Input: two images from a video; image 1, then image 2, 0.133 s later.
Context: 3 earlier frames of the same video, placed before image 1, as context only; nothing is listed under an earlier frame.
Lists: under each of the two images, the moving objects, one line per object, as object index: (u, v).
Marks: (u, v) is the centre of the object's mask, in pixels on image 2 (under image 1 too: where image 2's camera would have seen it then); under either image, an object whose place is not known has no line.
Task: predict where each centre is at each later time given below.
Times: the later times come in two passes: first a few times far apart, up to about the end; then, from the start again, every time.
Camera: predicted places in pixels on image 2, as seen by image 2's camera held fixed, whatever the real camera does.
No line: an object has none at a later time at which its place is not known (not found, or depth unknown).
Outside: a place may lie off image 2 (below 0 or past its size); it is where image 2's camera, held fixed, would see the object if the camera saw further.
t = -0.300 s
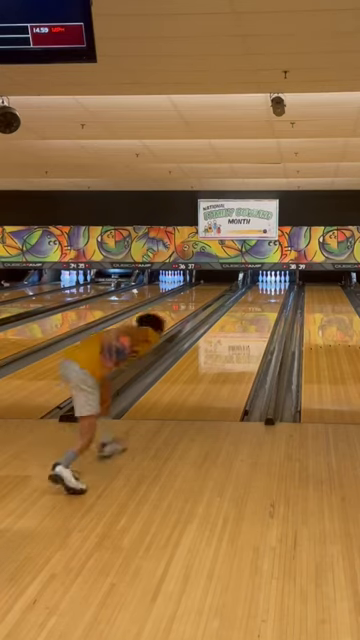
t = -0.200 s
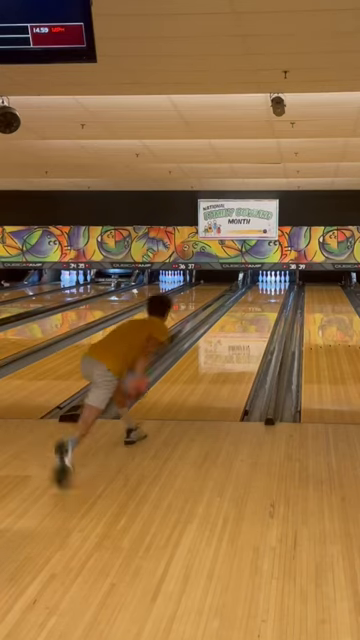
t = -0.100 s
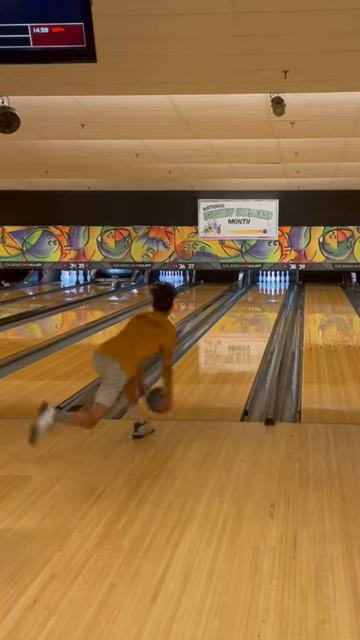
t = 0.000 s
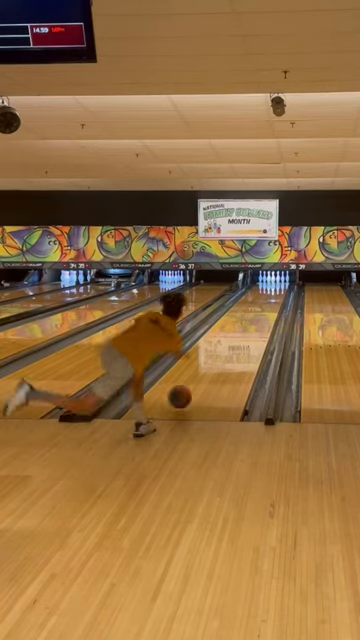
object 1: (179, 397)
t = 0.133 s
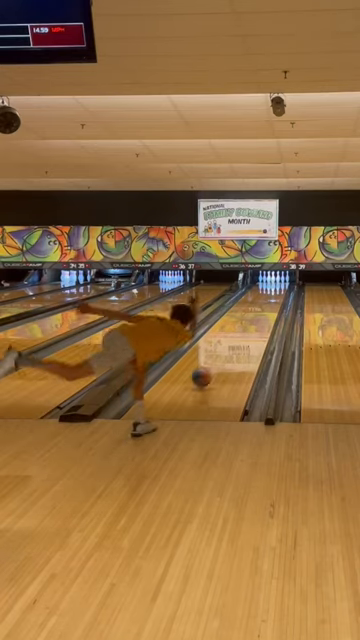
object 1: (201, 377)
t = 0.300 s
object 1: (221, 358)
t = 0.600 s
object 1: (246, 333)
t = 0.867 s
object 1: (260, 319)
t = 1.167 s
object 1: (271, 305)
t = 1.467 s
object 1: (279, 298)
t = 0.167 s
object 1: (206, 374)
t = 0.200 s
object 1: (210, 369)
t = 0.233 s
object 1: (214, 365)
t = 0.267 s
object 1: (217, 362)
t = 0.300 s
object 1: (221, 358)
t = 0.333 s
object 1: (224, 354)
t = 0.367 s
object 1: (227, 352)
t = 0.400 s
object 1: (230, 348)
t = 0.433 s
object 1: (233, 346)
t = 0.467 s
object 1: (236, 343)
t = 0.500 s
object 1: (238, 341)
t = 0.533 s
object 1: (241, 338)
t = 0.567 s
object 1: (243, 336)
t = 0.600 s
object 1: (246, 333)
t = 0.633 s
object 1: (247, 331)
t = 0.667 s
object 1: (249, 329)
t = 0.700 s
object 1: (250, 328)
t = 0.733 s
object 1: (253, 325)
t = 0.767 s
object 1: (255, 323)
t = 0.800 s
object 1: (256, 322)
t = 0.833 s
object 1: (258, 320)
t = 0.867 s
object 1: (260, 319)
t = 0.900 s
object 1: (261, 317)
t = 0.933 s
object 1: (262, 315)
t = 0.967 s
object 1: (264, 313)
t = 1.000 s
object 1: (265, 312)
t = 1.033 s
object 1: (266, 311)
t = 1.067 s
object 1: (267, 309)
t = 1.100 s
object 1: (268, 308)
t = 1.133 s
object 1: (269, 308)
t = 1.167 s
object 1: (271, 305)
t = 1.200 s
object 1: (271, 305)
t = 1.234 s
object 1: (272, 303)
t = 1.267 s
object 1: (272, 303)
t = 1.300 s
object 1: (273, 302)
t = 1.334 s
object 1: (275, 301)
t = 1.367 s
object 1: (276, 300)
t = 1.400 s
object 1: (276, 299)
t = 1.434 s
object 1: (276, 299)
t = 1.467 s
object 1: (279, 298)
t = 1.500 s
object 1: (278, 297)
